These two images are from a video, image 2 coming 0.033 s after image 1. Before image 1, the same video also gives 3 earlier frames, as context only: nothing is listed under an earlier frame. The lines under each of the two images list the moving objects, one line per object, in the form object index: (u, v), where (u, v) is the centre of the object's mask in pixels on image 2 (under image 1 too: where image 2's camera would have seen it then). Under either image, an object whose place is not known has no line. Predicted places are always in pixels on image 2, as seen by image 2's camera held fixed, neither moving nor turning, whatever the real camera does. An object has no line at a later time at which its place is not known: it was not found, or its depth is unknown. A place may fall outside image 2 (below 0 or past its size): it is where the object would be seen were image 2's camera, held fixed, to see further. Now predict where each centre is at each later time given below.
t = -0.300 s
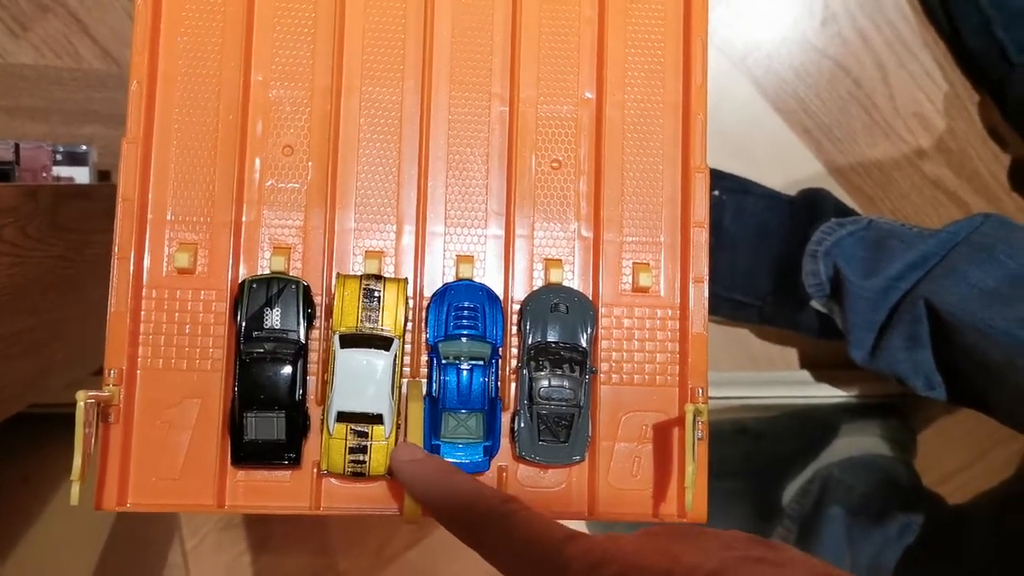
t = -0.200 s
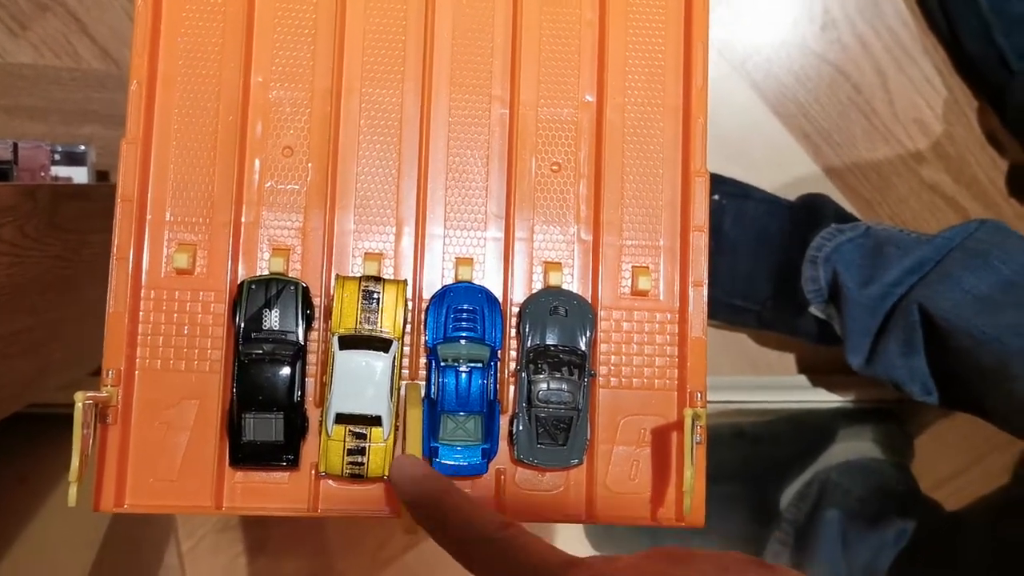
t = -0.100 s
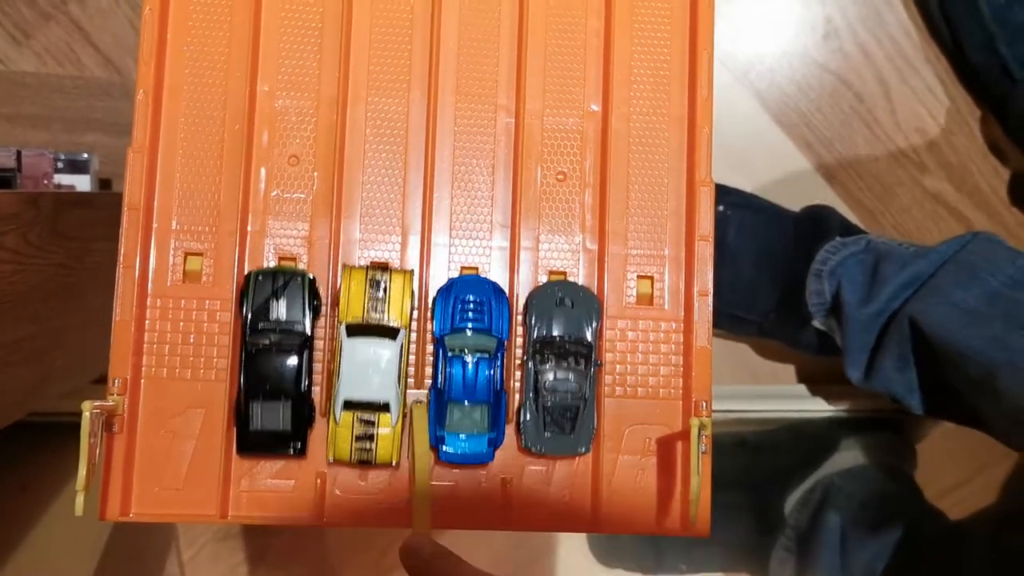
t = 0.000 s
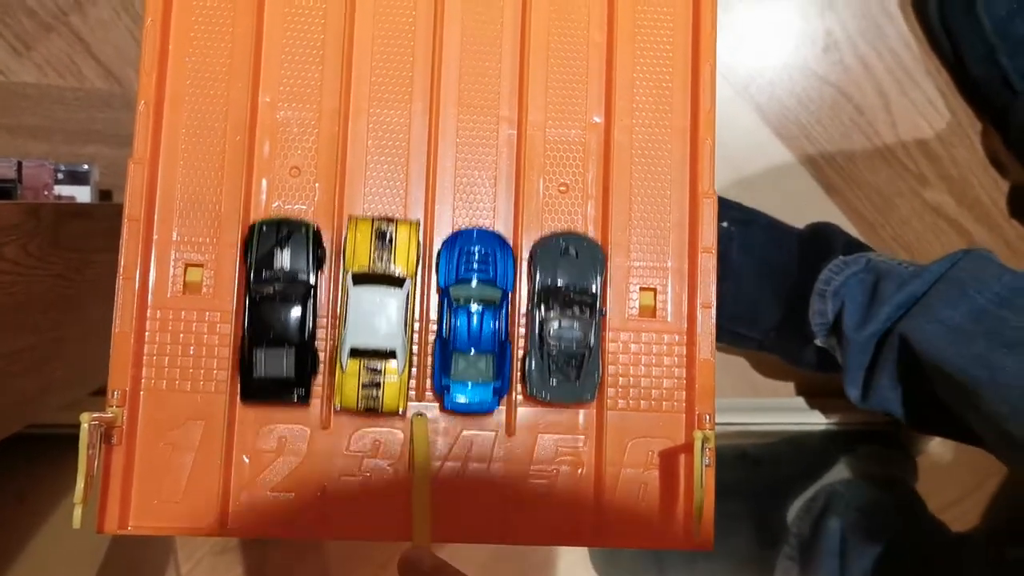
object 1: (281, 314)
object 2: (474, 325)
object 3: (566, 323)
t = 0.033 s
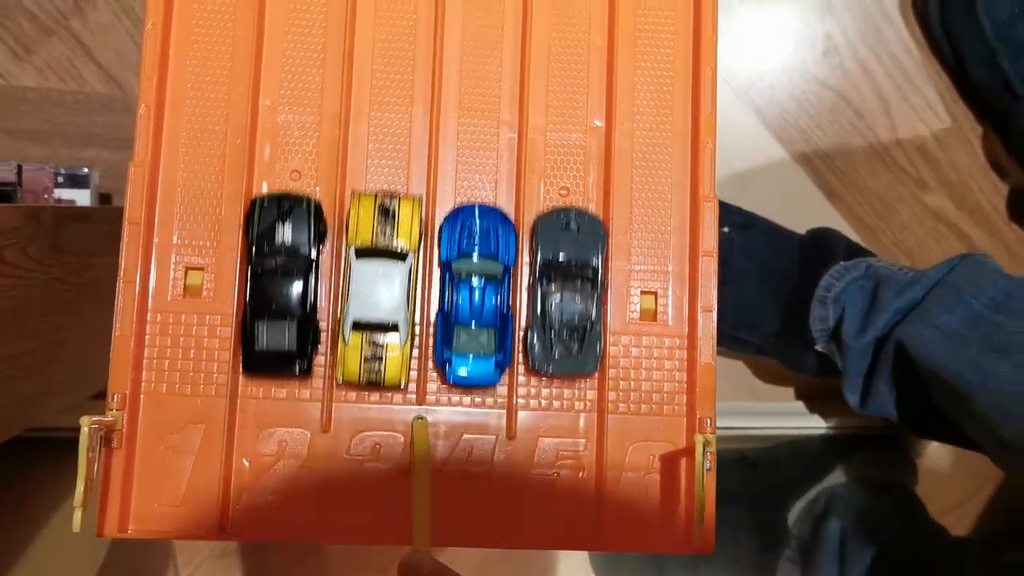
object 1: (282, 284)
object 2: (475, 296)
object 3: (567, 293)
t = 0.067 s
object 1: (284, 250)
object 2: (476, 262)
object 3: (568, 260)
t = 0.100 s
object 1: (286, 213)
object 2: (478, 224)
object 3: (569, 221)
